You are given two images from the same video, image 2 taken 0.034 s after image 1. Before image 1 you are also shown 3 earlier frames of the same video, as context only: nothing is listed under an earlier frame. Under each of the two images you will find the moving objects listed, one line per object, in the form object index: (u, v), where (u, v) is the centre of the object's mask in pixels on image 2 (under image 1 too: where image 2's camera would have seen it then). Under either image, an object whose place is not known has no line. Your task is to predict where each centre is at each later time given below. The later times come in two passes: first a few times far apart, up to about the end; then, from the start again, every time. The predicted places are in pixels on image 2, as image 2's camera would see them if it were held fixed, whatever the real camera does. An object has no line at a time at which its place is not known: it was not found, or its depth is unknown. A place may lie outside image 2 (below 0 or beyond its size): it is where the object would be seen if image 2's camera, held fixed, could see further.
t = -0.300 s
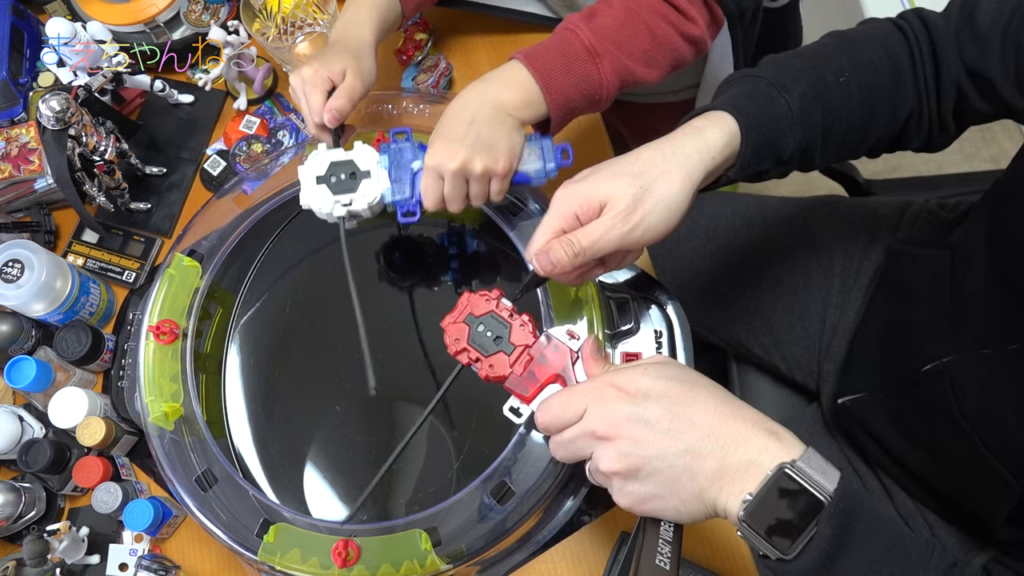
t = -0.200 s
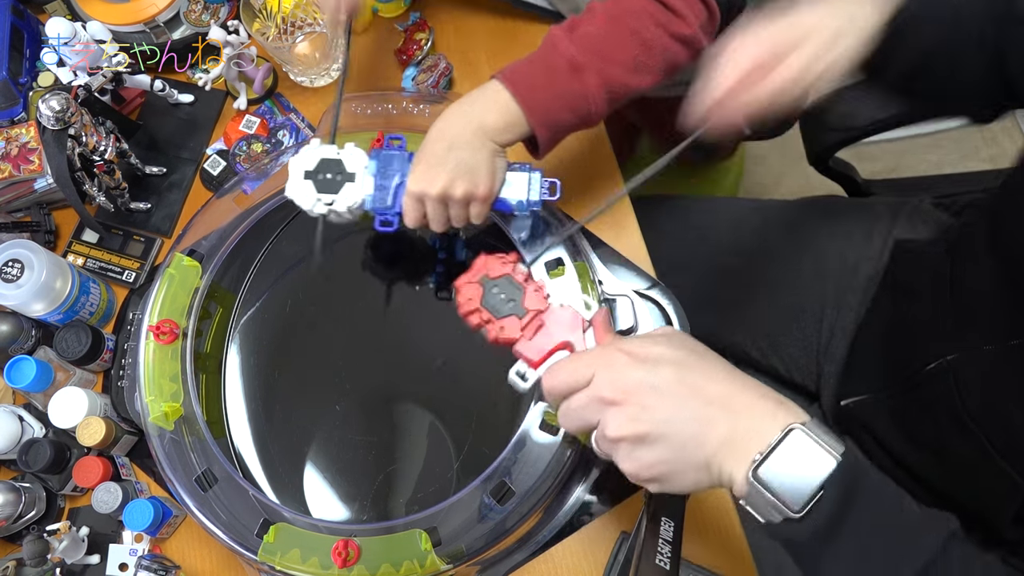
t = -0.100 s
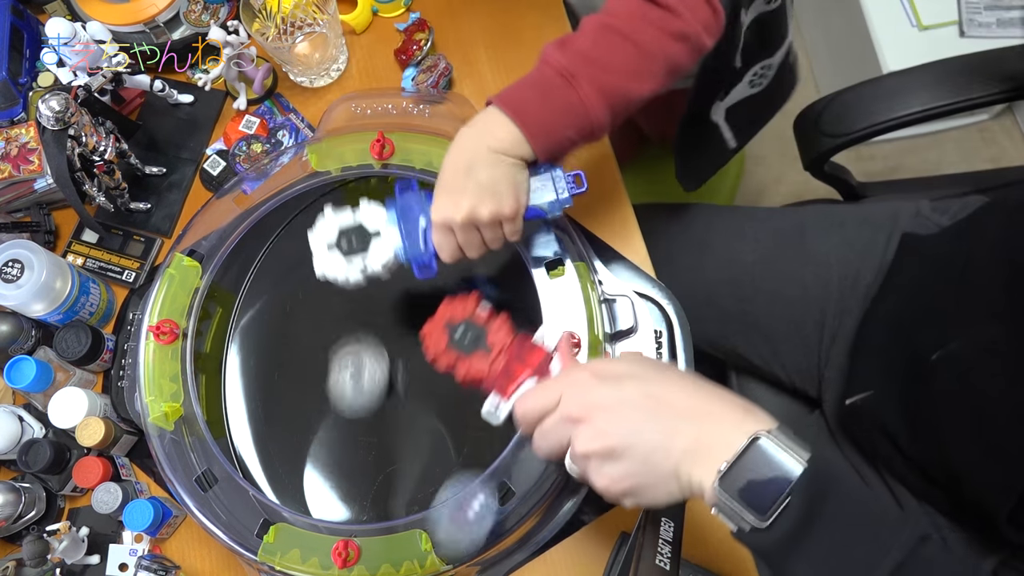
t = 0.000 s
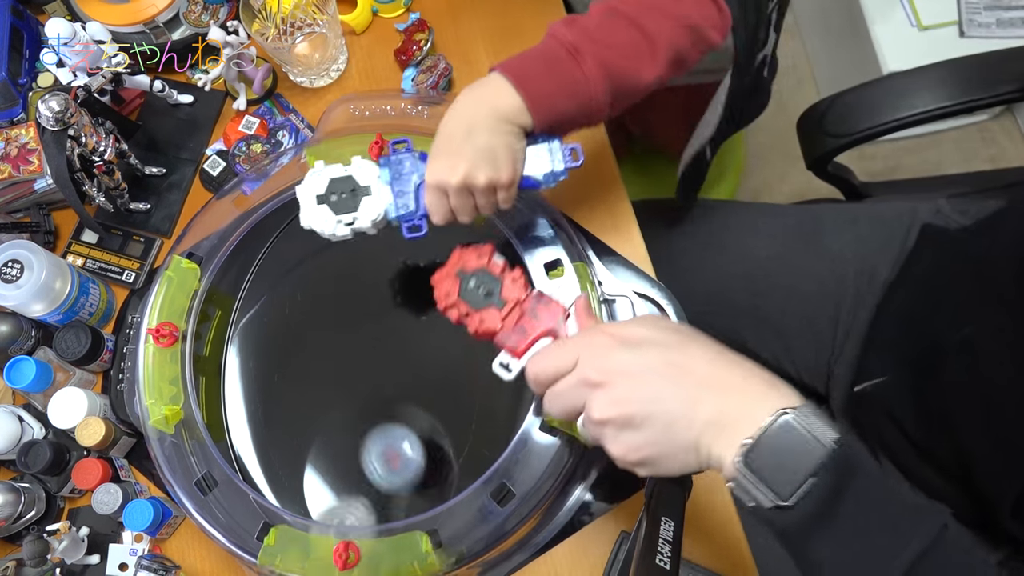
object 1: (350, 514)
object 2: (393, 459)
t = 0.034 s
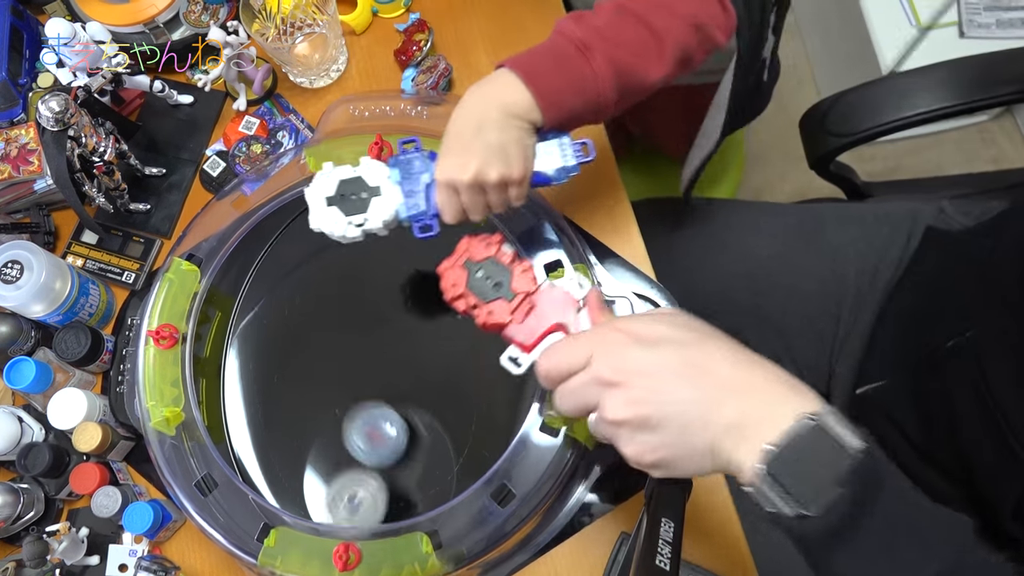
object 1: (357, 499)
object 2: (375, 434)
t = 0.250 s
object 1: (403, 359)
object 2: (249, 333)
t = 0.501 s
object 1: (433, 268)
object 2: (266, 338)
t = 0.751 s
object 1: (428, 222)
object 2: (305, 432)
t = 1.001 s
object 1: (397, 237)
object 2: (385, 497)
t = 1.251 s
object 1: (377, 315)
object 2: (467, 346)
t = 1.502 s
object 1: (373, 435)
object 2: (435, 203)
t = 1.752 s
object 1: (385, 511)
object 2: (281, 296)
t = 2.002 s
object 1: (388, 436)
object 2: (246, 491)
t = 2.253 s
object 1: (447, 329)
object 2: (361, 493)
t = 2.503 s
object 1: (469, 228)
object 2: (374, 373)
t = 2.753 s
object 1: (390, 256)
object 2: (319, 286)
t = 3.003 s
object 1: (381, 328)
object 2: (275, 270)
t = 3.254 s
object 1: (394, 433)
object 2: (321, 350)
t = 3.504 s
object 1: (398, 518)
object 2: (361, 383)
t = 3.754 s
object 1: (387, 498)
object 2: (390, 394)
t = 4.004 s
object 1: (349, 492)
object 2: (382, 430)
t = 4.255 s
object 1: (352, 509)
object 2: (399, 455)
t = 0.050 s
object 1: (363, 490)
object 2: (362, 424)
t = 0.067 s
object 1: (368, 478)
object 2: (349, 413)
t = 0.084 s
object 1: (370, 465)
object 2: (337, 404)
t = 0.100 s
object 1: (372, 452)
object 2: (327, 394)
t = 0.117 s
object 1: (375, 440)
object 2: (317, 386)
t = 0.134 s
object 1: (378, 428)
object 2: (308, 377)
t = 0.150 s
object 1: (383, 417)
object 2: (301, 370)
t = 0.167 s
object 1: (388, 406)
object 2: (291, 363)
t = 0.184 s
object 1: (393, 396)
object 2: (280, 356)
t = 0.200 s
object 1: (396, 386)
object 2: (271, 349)
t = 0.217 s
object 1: (398, 376)
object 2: (264, 343)
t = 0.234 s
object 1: (400, 367)
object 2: (258, 338)
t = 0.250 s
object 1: (403, 359)
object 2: (249, 333)
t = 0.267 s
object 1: (407, 352)
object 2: (241, 329)
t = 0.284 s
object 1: (411, 345)
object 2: (235, 325)
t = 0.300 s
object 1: (413, 337)
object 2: (229, 322)
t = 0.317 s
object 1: (414, 329)
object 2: (224, 318)
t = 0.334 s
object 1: (417, 323)
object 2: (222, 316)
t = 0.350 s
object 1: (419, 317)
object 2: (225, 316)
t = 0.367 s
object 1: (422, 311)
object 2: (228, 317)
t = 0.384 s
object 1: (423, 305)
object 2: (232, 318)
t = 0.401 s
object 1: (425, 299)
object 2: (237, 319)
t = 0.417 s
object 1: (427, 294)
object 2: (242, 322)
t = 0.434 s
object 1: (428, 288)
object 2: (247, 324)
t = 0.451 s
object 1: (430, 283)
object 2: (252, 327)
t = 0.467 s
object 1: (431, 278)
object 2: (257, 331)
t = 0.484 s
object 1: (432, 273)
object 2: (262, 334)
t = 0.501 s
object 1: (433, 268)
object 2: (266, 338)
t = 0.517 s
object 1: (434, 264)
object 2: (271, 343)
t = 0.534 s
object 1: (434, 259)
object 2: (276, 348)
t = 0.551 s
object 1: (435, 255)
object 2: (280, 352)
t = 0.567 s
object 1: (435, 251)
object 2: (284, 358)
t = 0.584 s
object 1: (435, 247)
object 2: (287, 364)
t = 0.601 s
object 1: (435, 244)
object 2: (290, 369)
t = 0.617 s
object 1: (434, 241)
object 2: (293, 375)
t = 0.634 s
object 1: (434, 238)
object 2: (296, 382)
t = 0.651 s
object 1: (434, 235)
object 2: (298, 388)
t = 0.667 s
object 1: (433, 232)
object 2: (300, 395)
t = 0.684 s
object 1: (432, 230)
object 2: (301, 402)
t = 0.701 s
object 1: (431, 228)
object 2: (302, 409)
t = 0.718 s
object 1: (430, 226)
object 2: (303, 417)
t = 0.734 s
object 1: (429, 224)
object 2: (304, 424)
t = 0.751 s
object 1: (428, 222)
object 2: (305, 432)
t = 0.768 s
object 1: (426, 221)
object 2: (305, 441)
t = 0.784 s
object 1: (425, 220)
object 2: (305, 450)
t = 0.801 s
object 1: (423, 220)
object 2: (306, 459)
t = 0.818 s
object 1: (421, 219)
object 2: (307, 470)
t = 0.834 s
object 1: (419, 219)
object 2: (307, 481)
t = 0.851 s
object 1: (417, 219)
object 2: (309, 489)
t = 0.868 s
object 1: (415, 220)
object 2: (313, 496)
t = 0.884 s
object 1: (413, 220)
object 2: (316, 505)
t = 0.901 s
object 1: (410, 222)
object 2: (321, 511)
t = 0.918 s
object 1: (408, 223)
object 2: (331, 516)
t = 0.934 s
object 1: (406, 225)
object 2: (344, 515)
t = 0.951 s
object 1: (404, 228)
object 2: (355, 511)
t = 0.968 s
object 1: (402, 230)
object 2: (366, 507)
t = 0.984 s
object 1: (399, 234)
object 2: (376, 502)
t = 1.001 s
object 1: (397, 237)
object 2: (385, 497)
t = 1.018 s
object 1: (395, 240)
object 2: (396, 491)
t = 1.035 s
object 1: (393, 244)
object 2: (406, 481)
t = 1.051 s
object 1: (391, 248)
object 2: (415, 471)
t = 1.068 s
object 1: (390, 253)
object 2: (423, 461)
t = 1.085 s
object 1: (388, 258)
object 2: (431, 451)
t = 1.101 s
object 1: (386, 262)
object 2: (437, 442)
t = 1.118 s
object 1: (385, 268)
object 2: (443, 432)
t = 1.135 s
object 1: (383, 273)
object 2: (448, 421)
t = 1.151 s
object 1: (382, 278)
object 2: (452, 410)
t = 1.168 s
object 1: (381, 284)
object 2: (456, 400)
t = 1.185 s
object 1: (380, 290)
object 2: (459, 389)
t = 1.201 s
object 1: (379, 296)
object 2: (462, 379)
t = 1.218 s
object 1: (378, 302)
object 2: (464, 368)
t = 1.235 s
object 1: (377, 308)
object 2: (466, 357)
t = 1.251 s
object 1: (377, 315)
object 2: (467, 346)
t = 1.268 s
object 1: (376, 322)
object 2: (468, 335)
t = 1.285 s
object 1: (376, 329)
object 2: (469, 324)
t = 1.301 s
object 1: (375, 336)
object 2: (469, 313)
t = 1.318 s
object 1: (375, 343)
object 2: (469, 301)
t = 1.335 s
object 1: (375, 351)
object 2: (468, 290)
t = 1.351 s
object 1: (375, 358)
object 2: (467, 280)
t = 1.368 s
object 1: (375, 366)
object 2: (466, 270)
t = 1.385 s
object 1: (375, 374)
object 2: (464, 259)
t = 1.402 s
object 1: (375, 382)
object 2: (462, 249)
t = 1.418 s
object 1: (375, 390)
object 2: (459, 238)
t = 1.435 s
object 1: (375, 398)
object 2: (456, 229)
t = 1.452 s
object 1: (374, 407)
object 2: (452, 221)
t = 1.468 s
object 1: (374, 417)
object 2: (449, 210)
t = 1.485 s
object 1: (373, 426)
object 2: (443, 204)
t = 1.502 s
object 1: (373, 435)
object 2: (435, 203)
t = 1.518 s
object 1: (372, 445)
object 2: (422, 206)
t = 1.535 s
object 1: (372, 454)
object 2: (412, 208)
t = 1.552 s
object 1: (372, 464)
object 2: (401, 211)
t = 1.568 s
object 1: (372, 474)
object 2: (389, 215)
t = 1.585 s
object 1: (373, 484)
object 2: (378, 220)
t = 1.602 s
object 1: (373, 492)
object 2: (367, 225)
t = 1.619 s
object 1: (374, 498)
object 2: (357, 231)
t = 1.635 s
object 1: (375, 507)
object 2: (346, 237)
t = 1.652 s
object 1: (376, 513)
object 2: (336, 244)
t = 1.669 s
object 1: (377, 516)
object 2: (326, 252)
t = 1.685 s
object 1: (379, 520)
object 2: (316, 260)
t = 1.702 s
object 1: (380, 522)
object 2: (307, 268)
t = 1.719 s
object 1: (381, 519)
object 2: (297, 277)
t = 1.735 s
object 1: (384, 515)
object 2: (289, 286)
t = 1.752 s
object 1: (385, 511)
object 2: (281, 296)
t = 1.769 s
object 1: (387, 505)
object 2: (273, 306)
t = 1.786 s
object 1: (388, 496)
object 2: (266, 317)
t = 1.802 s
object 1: (389, 491)
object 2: (260, 328)
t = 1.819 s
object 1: (390, 484)
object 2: (253, 339)
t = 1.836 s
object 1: (391, 477)
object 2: (247, 351)
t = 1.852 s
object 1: (392, 471)
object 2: (241, 364)
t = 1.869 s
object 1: (392, 464)
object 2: (236, 378)
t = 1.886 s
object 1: (392, 459)
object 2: (233, 393)
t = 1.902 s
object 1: (392, 454)
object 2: (230, 407)
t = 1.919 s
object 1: (392, 450)
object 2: (229, 421)
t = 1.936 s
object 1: (392, 446)
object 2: (228, 437)
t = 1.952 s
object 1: (391, 442)
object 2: (228, 451)
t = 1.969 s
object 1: (390, 440)
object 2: (230, 465)
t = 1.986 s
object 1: (389, 438)
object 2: (237, 479)
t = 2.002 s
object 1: (388, 436)
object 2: (246, 491)
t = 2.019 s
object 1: (386, 435)
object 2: (256, 502)
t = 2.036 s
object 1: (385, 435)
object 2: (265, 510)
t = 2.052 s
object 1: (383, 436)
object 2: (277, 515)
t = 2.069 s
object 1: (380, 437)
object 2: (289, 516)
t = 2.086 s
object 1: (378, 438)
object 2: (310, 508)
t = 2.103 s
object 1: (375, 440)
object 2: (327, 504)
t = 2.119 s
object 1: (373, 442)
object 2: (341, 500)
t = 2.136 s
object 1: (378, 434)
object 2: (344, 503)
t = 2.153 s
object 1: (388, 417)
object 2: (346, 513)
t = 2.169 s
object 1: (399, 401)
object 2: (342, 524)
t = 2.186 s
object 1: (409, 386)
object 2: (344, 524)
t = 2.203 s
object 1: (419, 370)
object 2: (348, 518)
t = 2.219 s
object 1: (429, 355)
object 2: (353, 506)
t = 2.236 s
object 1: (438, 342)
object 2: (357, 500)
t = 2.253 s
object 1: (447, 329)
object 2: (361, 493)
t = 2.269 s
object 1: (455, 316)
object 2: (364, 483)
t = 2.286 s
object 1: (463, 304)
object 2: (367, 473)
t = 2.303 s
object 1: (470, 292)
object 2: (370, 462)
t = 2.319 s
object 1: (477, 281)
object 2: (373, 453)
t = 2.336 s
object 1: (484, 271)
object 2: (375, 444)
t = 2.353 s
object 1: (488, 262)
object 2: (377, 435)
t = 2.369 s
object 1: (493, 253)
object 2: (378, 426)
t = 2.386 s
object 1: (498, 244)
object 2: (379, 419)
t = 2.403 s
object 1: (501, 235)
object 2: (380, 411)
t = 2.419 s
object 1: (503, 228)
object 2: (380, 404)
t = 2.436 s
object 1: (499, 225)
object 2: (379, 397)
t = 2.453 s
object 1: (491, 226)
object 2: (378, 391)
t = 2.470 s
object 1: (485, 226)
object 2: (377, 385)
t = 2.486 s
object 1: (477, 227)
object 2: (376, 379)
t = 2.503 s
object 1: (469, 228)
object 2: (374, 373)
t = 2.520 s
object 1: (461, 230)
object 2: (372, 368)
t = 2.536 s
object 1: (455, 230)
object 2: (370, 362)
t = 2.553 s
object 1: (448, 230)
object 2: (367, 357)
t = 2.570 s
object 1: (442, 232)
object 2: (364, 351)
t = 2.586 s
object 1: (436, 233)
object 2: (361, 345)
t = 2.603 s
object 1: (430, 235)
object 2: (357, 339)
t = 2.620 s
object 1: (424, 236)
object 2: (354, 334)
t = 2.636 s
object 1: (418, 238)
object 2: (350, 328)
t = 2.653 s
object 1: (413, 240)
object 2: (346, 322)
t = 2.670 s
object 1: (409, 242)
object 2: (342, 316)
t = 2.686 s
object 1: (404, 245)
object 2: (338, 310)
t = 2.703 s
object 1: (400, 248)
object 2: (333, 304)
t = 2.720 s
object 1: (397, 250)
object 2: (328, 297)
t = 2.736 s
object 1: (393, 253)
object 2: (323, 291)
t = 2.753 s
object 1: (390, 256)
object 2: (319, 286)
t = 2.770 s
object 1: (387, 260)
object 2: (314, 280)
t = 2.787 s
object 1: (385, 264)
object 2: (309, 275)
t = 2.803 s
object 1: (383, 268)
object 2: (303, 269)
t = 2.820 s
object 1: (381, 272)
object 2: (298, 264)
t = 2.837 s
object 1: (380, 276)
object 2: (293, 260)
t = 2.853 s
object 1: (379, 280)
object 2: (287, 256)
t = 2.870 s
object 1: (378, 285)
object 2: (280, 252)
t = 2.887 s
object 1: (378, 290)
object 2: (275, 249)
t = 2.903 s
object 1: (378, 295)
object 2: (269, 247)
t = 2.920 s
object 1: (378, 300)
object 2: (265, 245)
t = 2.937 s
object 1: (378, 305)
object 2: (264, 247)
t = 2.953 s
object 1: (378, 311)
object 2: (266, 252)
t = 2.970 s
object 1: (379, 317)
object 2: (269, 257)
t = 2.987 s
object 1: (380, 323)
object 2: (272, 263)
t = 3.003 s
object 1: (381, 328)
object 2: (275, 270)
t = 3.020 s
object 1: (381, 335)
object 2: (278, 276)
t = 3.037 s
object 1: (383, 341)
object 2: (282, 282)
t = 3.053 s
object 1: (384, 347)
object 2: (285, 288)
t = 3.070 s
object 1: (385, 354)
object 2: (288, 294)
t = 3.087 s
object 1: (386, 361)
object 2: (291, 300)
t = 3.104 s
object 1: (387, 367)
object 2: (294, 306)
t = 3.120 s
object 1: (388, 374)
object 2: (297, 312)
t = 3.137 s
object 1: (389, 381)
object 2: (301, 317)
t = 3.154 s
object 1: (390, 388)
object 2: (303, 323)
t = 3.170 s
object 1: (392, 395)
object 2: (306, 328)
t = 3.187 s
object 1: (393, 402)
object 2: (309, 333)
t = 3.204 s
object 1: (394, 410)
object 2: (312, 337)
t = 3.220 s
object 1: (394, 417)
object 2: (315, 342)
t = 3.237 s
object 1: (394, 425)
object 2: (318, 346)
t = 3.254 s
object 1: (394, 433)
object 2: (321, 350)
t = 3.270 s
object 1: (395, 441)
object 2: (324, 354)
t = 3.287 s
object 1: (395, 449)
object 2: (326, 357)
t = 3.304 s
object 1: (395, 457)
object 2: (329, 360)
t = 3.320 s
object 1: (395, 465)
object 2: (332, 364)
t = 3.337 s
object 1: (395, 473)
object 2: (335, 366)
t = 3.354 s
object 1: (396, 480)
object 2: (337, 369)
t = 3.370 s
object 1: (397, 487)
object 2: (340, 371)
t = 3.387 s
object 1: (396, 492)
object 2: (343, 373)
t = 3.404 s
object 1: (396, 496)
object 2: (345, 375)
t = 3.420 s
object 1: (397, 500)
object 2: (348, 377)
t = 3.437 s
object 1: (397, 508)
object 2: (351, 379)
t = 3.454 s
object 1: (398, 512)
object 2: (353, 380)
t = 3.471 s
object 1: (399, 514)
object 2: (356, 381)
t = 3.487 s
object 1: (399, 516)
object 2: (358, 382)
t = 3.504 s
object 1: (398, 518)
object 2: (361, 383)
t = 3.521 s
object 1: (398, 520)
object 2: (363, 384)
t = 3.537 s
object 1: (398, 520)
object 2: (366, 385)
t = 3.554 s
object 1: (397, 521)
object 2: (368, 386)
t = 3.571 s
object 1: (397, 520)
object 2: (370, 386)
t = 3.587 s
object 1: (397, 520)
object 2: (372, 386)
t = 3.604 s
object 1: (397, 518)
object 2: (375, 387)
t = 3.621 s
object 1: (396, 517)
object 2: (377, 388)
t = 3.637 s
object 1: (396, 517)
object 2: (379, 388)
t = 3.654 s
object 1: (395, 515)
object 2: (381, 389)
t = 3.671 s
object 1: (394, 513)
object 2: (382, 390)
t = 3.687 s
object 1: (393, 510)
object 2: (384, 390)
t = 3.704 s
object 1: (392, 508)
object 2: (386, 391)
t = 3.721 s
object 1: (390, 502)
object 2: (387, 392)
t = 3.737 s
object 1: (389, 502)
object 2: (389, 393)
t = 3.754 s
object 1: (387, 498)
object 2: (390, 394)
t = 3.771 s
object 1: (385, 496)
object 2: (391, 396)
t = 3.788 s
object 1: (384, 494)
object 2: (392, 397)
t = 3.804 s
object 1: (381, 492)
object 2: (392, 399)
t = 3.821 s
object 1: (379, 490)
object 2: (393, 400)
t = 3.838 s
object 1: (377, 488)
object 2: (393, 402)
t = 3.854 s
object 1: (374, 486)
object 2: (393, 404)
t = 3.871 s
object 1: (372, 485)
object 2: (392, 406)
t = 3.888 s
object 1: (369, 485)
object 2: (391, 408)
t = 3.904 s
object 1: (367, 484)
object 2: (390, 411)
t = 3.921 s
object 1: (365, 484)
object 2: (388, 414)
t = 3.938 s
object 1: (362, 484)
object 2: (387, 417)
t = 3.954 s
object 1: (359, 484)
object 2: (385, 421)
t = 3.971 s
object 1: (357, 485)
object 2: (383, 425)
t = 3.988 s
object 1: (354, 487)
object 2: (382, 429)
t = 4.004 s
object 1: (349, 492)
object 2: (382, 430)
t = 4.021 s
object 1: (347, 496)
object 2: (383, 431)
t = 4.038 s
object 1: (343, 499)
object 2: (384, 433)
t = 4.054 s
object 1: (339, 502)
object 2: (385, 435)
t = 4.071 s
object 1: (337, 505)
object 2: (386, 437)
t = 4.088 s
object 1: (335, 507)
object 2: (387, 439)
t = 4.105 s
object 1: (334, 509)
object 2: (389, 441)
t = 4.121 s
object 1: (334, 511)
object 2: (390, 442)
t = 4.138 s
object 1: (334, 513)
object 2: (391, 444)
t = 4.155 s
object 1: (334, 514)
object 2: (392, 446)
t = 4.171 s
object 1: (336, 515)
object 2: (394, 448)
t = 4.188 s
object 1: (338, 516)
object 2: (395, 450)
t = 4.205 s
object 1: (340, 522)
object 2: (396, 451)
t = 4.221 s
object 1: (344, 520)
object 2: (397, 453)
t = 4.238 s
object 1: (348, 511)
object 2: (398, 454)
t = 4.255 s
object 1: (352, 509)
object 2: (399, 455)
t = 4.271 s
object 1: (355, 506)
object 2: (400, 456)
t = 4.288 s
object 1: (359, 503)
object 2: (401, 457)
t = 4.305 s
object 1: (361, 501)
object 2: (404, 456)
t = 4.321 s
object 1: (360, 501)
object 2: (410, 452)
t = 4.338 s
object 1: (359, 500)
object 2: (416, 447)
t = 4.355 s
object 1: (358, 500)
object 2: (422, 442)
